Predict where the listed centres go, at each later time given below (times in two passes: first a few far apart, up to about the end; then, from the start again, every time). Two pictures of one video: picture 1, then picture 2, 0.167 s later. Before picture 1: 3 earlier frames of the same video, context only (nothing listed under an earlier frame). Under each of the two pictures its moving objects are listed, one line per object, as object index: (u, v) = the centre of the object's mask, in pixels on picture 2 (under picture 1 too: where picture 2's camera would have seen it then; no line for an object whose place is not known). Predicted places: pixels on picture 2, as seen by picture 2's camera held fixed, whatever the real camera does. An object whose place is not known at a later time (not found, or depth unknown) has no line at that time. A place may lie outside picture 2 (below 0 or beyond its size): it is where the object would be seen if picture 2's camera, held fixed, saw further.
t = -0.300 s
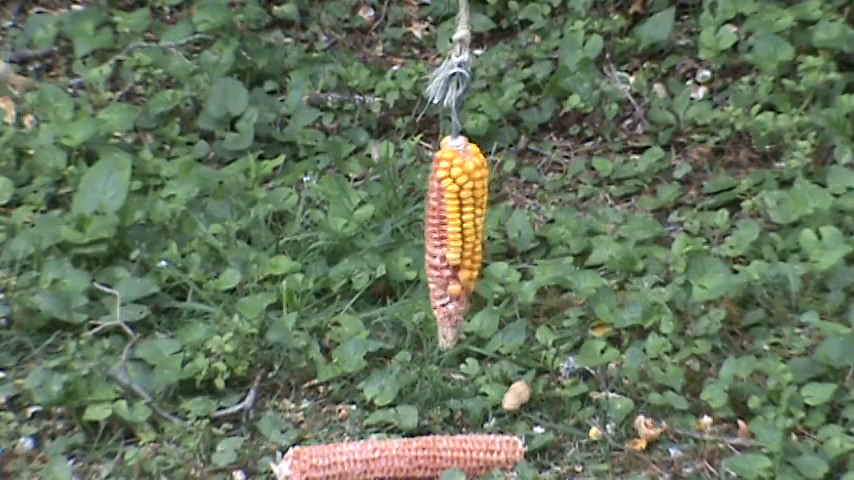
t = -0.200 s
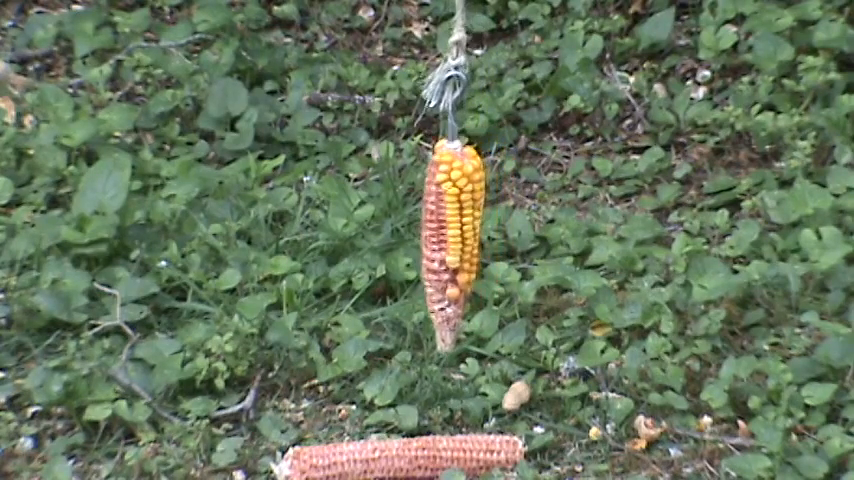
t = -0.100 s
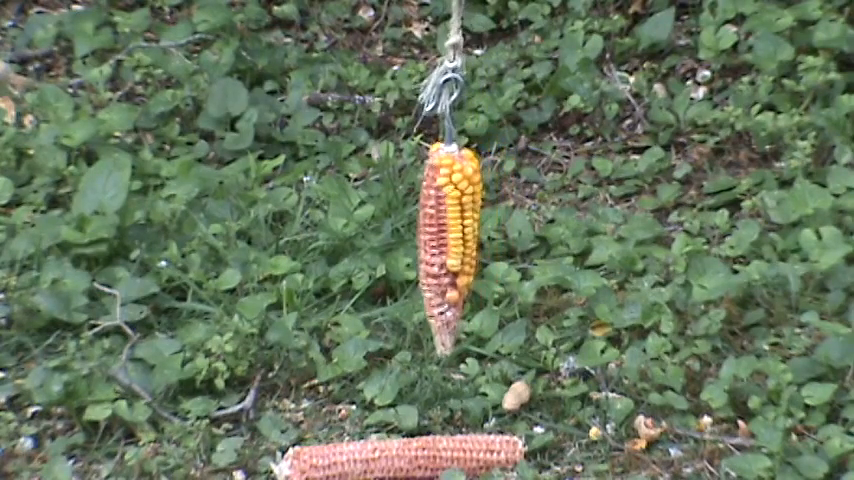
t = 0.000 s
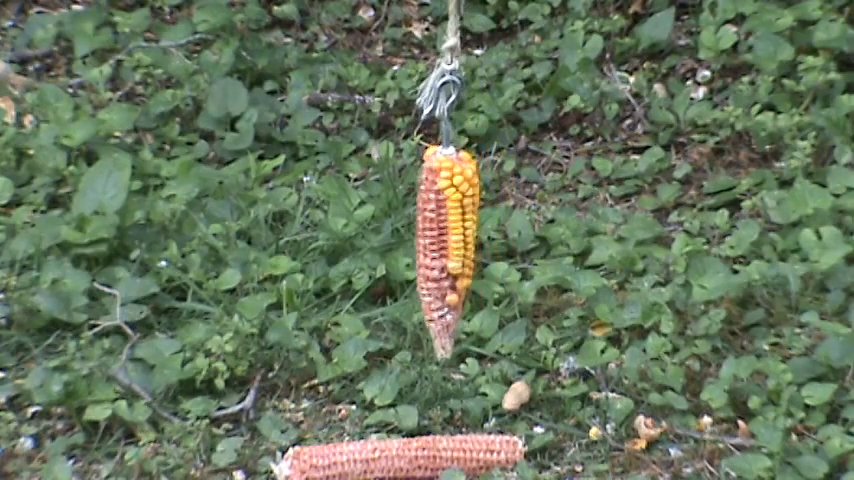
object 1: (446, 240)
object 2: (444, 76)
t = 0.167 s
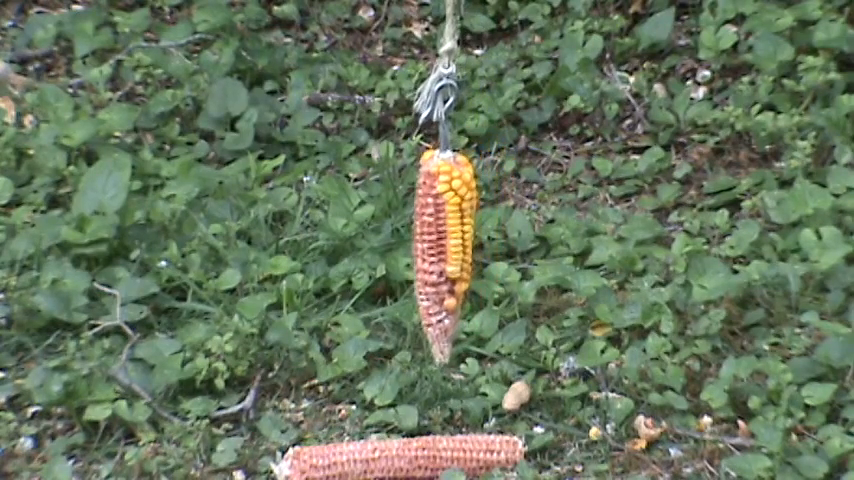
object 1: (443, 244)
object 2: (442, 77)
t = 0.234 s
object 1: (442, 245)
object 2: (441, 78)
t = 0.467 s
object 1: (442, 248)
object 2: (442, 80)
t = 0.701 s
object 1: (447, 247)
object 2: (447, 83)
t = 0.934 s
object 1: (456, 243)
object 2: (454, 81)
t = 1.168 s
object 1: (466, 236)
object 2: (462, 76)
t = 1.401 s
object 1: (473, 229)
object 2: (469, 71)
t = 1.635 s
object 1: (477, 223)
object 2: (475, 65)
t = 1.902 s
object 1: (478, 219)
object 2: (474, 64)
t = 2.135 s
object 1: (475, 220)
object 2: (470, 64)
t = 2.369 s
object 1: (467, 223)
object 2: (463, 66)
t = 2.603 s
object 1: (457, 230)
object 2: (455, 69)
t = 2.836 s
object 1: (448, 236)
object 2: (447, 76)
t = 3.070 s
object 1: (444, 242)
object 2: (442, 79)
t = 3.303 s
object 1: (442, 246)
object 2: (440, 83)
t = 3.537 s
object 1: (443, 247)
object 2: (442, 82)
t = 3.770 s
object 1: (449, 245)
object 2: (449, 81)
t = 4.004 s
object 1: (458, 239)
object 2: (456, 78)
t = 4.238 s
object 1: (467, 233)
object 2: (464, 74)
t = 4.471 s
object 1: (473, 226)
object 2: (469, 70)
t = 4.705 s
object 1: (475, 221)
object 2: (472, 64)
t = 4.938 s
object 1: (474, 219)
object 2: (471, 63)
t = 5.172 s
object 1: (470, 221)
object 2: (466, 65)
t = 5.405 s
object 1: (462, 224)
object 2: (458, 69)
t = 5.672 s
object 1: (451, 232)
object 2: (449, 74)
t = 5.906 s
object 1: (443, 238)
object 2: (443, 74)
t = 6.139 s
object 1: (440, 243)
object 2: (440, 75)
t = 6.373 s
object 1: (441, 245)
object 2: (439, 83)
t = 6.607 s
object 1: (444, 245)
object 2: (443, 80)
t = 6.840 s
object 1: (451, 242)
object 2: (450, 78)
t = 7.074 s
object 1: (459, 236)
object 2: (456, 75)
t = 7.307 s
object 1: (467, 230)
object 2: (463, 71)
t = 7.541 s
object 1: (472, 223)
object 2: (467, 69)
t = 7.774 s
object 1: (472, 220)
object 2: (469, 64)
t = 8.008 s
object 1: (469, 219)
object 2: (466, 63)
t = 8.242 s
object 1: (463, 222)
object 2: (460, 64)
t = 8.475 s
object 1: (455, 226)
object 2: (452, 69)
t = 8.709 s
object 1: (447, 233)
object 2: (445, 73)
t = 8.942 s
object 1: (440, 238)
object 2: (441, 71)
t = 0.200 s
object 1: (442, 244)
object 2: (441, 78)
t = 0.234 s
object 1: (442, 245)
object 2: (441, 78)
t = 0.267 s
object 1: (442, 246)
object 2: (441, 78)
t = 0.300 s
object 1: (442, 246)
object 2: (441, 78)
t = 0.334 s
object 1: (442, 247)
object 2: (441, 79)
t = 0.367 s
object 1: (442, 247)
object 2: (441, 79)
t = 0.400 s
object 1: (442, 247)
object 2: (441, 80)
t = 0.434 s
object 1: (442, 248)
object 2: (442, 80)
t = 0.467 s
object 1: (442, 248)
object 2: (442, 80)
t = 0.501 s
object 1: (443, 248)
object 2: (443, 80)
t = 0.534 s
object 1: (443, 248)
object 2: (443, 80)
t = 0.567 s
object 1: (444, 248)
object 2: (444, 81)
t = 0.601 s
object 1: (445, 248)
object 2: (445, 82)
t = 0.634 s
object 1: (445, 248)
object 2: (445, 83)
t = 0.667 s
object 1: (446, 247)
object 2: (446, 83)
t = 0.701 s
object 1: (447, 247)
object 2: (447, 83)
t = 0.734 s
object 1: (448, 247)
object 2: (448, 83)
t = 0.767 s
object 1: (449, 246)
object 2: (449, 83)
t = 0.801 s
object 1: (451, 246)
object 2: (449, 84)
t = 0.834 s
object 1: (452, 245)
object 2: (450, 84)
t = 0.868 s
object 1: (453, 245)
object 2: (451, 83)
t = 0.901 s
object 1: (454, 244)
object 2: (452, 81)
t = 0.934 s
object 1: (456, 243)
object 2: (454, 81)
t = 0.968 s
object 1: (457, 242)
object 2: (454, 81)
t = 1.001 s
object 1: (459, 241)
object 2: (455, 80)
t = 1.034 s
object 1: (460, 240)
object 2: (457, 78)
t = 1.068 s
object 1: (462, 239)
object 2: (458, 78)
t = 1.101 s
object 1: (463, 238)
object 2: (459, 77)
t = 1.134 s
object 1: (464, 237)
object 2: (461, 77)
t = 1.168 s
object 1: (466, 236)
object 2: (462, 76)
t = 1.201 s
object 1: (467, 235)
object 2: (463, 76)
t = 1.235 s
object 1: (468, 235)
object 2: (464, 75)
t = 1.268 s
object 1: (469, 234)
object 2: (465, 75)
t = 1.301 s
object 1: (470, 233)
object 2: (467, 74)
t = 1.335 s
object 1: (471, 232)
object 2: (467, 73)
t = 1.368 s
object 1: (472, 230)
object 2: (468, 72)
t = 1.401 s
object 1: (473, 229)
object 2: (469, 71)
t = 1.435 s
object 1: (474, 228)
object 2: (470, 70)
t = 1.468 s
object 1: (474, 227)
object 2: (471, 69)
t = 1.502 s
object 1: (475, 226)
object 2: (472, 69)
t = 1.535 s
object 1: (476, 226)
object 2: (472, 68)
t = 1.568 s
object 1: (476, 224)
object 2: (473, 67)
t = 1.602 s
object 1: (476, 224)
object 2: (474, 65)
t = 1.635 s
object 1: (477, 223)
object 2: (475, 65)
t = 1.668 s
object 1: (477, 222)
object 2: (475, 65)
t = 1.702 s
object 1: (478, 222)
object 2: (475, 65)
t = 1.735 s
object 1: (478, 221)
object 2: (475, 64)
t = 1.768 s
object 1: (478, 221)
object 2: (475, 64)
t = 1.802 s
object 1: (478, 220)
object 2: (475, 64)
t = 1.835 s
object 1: (478, 220)
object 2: (475, 64)
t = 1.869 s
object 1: (478, 220)
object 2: (475, 64)
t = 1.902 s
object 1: (478, 219)
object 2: (474, 64)
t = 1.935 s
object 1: (477, 219)
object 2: (474, 63)
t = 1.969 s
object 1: (477, 219)
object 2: (473, 64)
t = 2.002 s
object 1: (477, 219)
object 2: (473, 64)
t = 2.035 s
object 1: (476, 219)
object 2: (472, 63)
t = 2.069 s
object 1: (476, 219)
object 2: (471, 64)
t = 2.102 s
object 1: (476, 219)
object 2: (471, 64)
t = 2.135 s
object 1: (475, 220)
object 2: (470, 64)
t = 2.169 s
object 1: (474, 220)
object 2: (470, 64)
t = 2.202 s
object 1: (473, 220)
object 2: (468, 64)
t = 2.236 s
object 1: (472, 221)
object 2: (467, 65)
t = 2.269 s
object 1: (470, 221)
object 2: (466, 66)
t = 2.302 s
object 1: (469, 222)
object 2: (466, 66)
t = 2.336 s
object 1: (468, 222)
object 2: (464, 66)
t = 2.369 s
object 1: (467, 223)
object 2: (463, 66)
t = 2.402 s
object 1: (465, 224)
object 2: (462, 66)
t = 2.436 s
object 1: (463, 224)
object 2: (460, 67)
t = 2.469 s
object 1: (462, 225)
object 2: (459, 67)
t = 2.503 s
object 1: (461, 226)
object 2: (459, 67)
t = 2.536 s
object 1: (460, 227)
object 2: (457, 68)
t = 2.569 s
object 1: (458, 228)
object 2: (457, 69)
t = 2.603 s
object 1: (457, 230)
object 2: (455, 69)
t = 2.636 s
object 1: (455, 231)
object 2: (454, 69)
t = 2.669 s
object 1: (454, 232)
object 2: (453, 70)
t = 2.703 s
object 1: (452, 232)
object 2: (452, 71)
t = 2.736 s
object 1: (452, 233)
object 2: (450, 72)
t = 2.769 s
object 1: (450, 234)
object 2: (450, 72)
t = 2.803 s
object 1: (449, 236)
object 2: (448, 74)
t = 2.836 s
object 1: (448, 236)
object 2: (447, 76)
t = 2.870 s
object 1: (447, 237)
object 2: (446, 76)
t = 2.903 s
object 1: (446, 238)
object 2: (445, 76)
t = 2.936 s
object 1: (446, 239)
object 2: (445, 76)
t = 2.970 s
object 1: (445, 240)
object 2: (444, 78)
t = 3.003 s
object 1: (444, 241)
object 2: (443, 78)
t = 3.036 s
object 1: (444, 241)
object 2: (442, 78)
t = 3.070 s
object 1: (444, 242)
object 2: (442, 79)
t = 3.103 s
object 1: (443, 243)
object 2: (441, 79)
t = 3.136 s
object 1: (443, 243)
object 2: (441, 79)
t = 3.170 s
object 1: (442, 244)
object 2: (441, 80)
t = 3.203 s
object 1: (442, 244)
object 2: (441, 80)
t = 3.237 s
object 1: (442, 245)
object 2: (440, 80)
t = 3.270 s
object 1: (442, 245)
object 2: (440, 83)
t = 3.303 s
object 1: (442, 246)
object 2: (440, 83)
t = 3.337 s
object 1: (442, 246)
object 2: (440, 81)
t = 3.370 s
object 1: (442, 246)
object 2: (440, 83)
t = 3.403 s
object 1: (442, 246)
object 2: (440, 83)
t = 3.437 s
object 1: (443, 247)
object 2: (441, 82)
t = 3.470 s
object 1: (443, 247)
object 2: (441, 82)
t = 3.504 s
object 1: (443, 247)
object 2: (442, 83)
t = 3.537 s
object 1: (443, 247)
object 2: (442, 82)
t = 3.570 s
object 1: (444, 247)
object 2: (443, 81)
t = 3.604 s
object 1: (445, 247)
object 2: (444, 82)
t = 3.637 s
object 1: (445, 247)
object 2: (445, 82)
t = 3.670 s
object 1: (446, 247)
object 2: (446, 82)
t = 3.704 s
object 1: (447, 246)
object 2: (446, 82)
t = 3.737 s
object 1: (448, 245)
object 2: (448, 82)
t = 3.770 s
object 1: (449, 245)
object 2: (449, 81)
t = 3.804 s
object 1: (450, 245)
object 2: (449, 81)
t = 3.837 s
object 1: (452, 244)
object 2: (450, 81)
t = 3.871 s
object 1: (453, 243)
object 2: (452, 80)
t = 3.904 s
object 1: (454, 243)
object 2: (453, 79)
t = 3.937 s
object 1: (455, 242)
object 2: (454, 79)
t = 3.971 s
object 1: (457, 240)
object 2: (455, 79)
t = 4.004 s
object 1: (458, 239)
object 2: (456, 78)
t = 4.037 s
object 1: (460, 239)
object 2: (455, 78)
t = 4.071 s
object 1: (461, 238)
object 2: (458, 76)
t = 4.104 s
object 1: (462, 237)
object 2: (459, 74)
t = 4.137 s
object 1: (464, 236)
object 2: (460, 75)
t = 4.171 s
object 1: (465, 235)
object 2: (461, 74)
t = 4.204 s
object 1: (466, 234)
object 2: (462, 74)
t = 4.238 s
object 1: (467, 233)
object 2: (464, 74)
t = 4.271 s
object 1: (468, 232)
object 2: (464, 73)
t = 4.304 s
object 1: (469, 231)
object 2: (465, 73)
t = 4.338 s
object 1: (470, 230)
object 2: (466, 73)
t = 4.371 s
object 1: (472, 229)
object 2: (467, 72)
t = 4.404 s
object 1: (472, 227)
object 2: (468, 71)
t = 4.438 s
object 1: (473, 227)
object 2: (468, 70)
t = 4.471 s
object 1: (473, 226)
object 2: (469, 70)
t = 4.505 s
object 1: (474, 225)
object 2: (470, 69)
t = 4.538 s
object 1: (474, 224)
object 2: (470, 69)
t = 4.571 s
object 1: (475, 224)
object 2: (470, 68)
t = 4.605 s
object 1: (475, 223)
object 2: (471, 67)
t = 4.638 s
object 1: (475, 222)
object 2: (471, 67)
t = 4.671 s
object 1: (475, 222)
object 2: (472, 65)
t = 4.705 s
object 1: (475, 221)
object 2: (472, 64)
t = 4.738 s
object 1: (475, 221)
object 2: (472, 64)
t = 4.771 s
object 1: (475, 221)
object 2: (472, 64)
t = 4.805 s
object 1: (475, 220)
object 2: (472, 64)
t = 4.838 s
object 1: (475, 220)
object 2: (472, 63)
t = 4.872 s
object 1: (475, 220)
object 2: (472, 63)
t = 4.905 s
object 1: (475, 219)
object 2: (472, 63)
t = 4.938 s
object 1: (474, 219)
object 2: (471, 63)
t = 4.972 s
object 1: (474, 219)
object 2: (470, 63)
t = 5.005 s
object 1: (473, 219)
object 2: (470, 63)
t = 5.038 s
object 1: (473, 220)
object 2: (469, 63)
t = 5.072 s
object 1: (472, 220)
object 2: (469, 64)
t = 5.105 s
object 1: (471, 220)
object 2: (468, 64)
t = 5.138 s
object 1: (471, 220)
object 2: (467, 64)
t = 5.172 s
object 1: (470, 221)
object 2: (466, 65)
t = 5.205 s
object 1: (469, 221)
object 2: (466, 65)
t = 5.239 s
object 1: (468, 222)
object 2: (465, 66)
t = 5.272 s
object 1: (467, 222)
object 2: (463, 66)
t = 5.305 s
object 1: (466, 223)
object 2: (462, 66)
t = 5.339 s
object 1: (465, 223)
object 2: (461, 67)
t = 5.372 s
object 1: (464, 224)
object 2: (460, 67)
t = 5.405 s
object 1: (462, 224)
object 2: (458, 69)
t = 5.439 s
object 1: (461, 225)
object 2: (458, 68)
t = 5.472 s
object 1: (459, 226)
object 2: (456, 69)
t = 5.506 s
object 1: (458, 227)
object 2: (455, 70)
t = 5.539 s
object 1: (457, 228)
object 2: (453, 72)
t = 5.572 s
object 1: (455, 229)
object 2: (453, 70)
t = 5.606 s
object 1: (454, 230)
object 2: (451, 71)
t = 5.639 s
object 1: (452, 230)
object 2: (450, 71)
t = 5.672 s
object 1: (451, 232)
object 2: (449, 74)
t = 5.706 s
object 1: (449, 232)
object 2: (448, 75)
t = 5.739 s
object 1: (449, 233)
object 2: (447, 75)
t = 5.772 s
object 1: (447, 235)
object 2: (447, 75)
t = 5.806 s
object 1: (446, 236)
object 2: (446, 74)
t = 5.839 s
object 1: (445, 237)
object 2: (445, 74)
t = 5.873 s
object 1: (444, 238)
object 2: (444, 75)
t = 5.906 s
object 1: (443, 238)
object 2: (443, 74)
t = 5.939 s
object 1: (443, 239)
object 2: (442, 74)
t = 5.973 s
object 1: (442, 240)
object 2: (442, 74)
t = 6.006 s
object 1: (442, 241)
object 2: (442, 74)
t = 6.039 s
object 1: (441, 241)
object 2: (442, 74)
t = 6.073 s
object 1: (441, 242)
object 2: (441, 74)
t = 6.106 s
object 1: (440, 243)
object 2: (441, 75)
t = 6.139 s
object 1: (440, 243)
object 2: (440, 75)
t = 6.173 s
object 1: (440, 244)
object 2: (440, 76)
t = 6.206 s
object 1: (440, 244)
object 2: (440, 77)
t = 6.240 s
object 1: (440, 245)
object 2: (439, 78)
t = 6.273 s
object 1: (440, 245)
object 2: (438, 81)
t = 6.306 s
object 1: (440, 245)
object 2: (438, 82)
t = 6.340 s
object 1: (440, 245)
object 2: (439, 79)
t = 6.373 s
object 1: (441, 245)
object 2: (439, 83)
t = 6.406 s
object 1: (441, 245)
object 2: (440, 81)
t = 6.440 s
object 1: (441, 245)
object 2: (439, 83)
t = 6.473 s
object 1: (442, 245)
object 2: (440, 82)
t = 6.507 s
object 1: (442, 245)
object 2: (440, 81)
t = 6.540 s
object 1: (443, 245)
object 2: (441, 82)
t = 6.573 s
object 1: (444, 245)
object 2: (442, 81)
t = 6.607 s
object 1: (444, 245)
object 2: (443, 80)
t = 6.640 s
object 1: (445, 245)
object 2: (443, 81)
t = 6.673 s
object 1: (446, 245)
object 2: (444, 81)
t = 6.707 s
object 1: (447, 244)
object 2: (445, 81)
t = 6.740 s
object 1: (448, 244)
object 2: (446, 81)
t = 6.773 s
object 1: (449, 243)
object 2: (447, 81)
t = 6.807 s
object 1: (450, 243)
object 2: (449, 79)
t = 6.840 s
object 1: (451, 242)
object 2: (450, 78)
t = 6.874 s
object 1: (452, 241)
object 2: (451, 79)
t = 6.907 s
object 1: (453, 241)
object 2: (452, 77)
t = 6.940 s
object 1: (455, 240)
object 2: (453, 77)
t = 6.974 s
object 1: (456, 239)
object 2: (454, 76)
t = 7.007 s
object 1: (457, 238)
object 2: (455, 75)
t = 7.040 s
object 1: (458, 237)
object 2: (455, 76)
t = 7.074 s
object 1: (459, 236)
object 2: (456, 75)
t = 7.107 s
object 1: (461, 235)
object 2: (458, 74)
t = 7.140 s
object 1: (462, 234)
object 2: (458, 73)
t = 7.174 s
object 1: (463, 233)
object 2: (459, 71)
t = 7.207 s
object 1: (464, 232)
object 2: (461, 70)
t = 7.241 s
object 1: (465, 231)
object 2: (462, 68)
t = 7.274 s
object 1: (467, 230)
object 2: (463, 71)
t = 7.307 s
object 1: (467, 230)
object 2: (463, 71)
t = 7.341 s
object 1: (468, 229)
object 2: (464, 71)
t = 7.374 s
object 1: (469, 228)
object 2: (465, 70)
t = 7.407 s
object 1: (470, 226)
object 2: (466, 70)
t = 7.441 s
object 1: (471, 225)
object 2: (466, 70)
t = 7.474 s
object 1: (471, 225)
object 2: (467, 70)
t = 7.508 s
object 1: (472, 224)
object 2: (467, 70)
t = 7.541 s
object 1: (472, 223)
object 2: (467, 69)
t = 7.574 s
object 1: (472, 222)
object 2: (468, 67)
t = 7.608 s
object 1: (473, 222)
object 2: (468, 67)
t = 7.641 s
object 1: (473, 222)
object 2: (468, 66)
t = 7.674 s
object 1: (473, 221)
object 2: (468, 66)
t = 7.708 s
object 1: (473, 221)
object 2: (468, 65)
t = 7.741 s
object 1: (473, 220)
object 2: (469, 64)
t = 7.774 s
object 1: (472, 220)
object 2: (469, 64)
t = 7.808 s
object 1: (472, 220)
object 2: (469, 63)
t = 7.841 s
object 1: (472, 220)
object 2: (469, 63)
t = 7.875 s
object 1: (471, 219)
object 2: (468, 63)
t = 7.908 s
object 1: (471, 219)
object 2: (468, 63)
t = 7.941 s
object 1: (470, 219)
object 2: (467, 63)
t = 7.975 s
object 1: (470, 219)
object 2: (467, 63)
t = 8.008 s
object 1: (469, 219)
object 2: (466, 63)
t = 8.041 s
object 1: (469, 219)
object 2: (466, 62)
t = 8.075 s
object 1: (468, 220)
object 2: (465, 63)
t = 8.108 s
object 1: (467, 220)
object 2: (464, 63)
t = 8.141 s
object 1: (466, 221)
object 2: (463, 63)
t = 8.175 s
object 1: (465, 221)
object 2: (462, 63)
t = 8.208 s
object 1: (464, 221)
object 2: (461, 64)
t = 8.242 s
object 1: (463, 222)
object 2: (460, 64)
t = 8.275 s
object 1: (462, 222)
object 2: (460, 64)
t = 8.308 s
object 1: (461, 223)
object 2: (458, 65)
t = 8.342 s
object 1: (460, 224)
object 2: (457, 66)
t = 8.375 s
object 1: (460, 224)
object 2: (456, 67)
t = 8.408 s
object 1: (458, 225)
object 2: (455, 68)
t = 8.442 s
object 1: (457, 225)
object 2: (453, 68)
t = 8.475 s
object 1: (455, 226)
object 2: (452, 69)
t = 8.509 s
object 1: (454, 227)
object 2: (450, 70)
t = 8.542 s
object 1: (453, 228)
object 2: (449, 70)
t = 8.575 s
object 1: (452, 229)
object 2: (448, 72)
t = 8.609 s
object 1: (451, 230)
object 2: (448, 71)
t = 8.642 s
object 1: (449, 231)
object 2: (447, 71)
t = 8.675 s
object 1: (448, 232)
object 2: (445, 72)
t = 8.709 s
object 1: (447, 233)
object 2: (445, 73)
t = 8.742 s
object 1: (446, 233)
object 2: (444, 74)
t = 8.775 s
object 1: (445, 234)
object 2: (443, 73)
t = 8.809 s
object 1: (444, 235)
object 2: (443, 73)
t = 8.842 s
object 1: (443, 236)
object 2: (442, 74)
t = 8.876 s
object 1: (442, 236)
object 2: (442, 73)
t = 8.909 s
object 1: (441, 237)
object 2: (441, 71)
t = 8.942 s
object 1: (440, 238)
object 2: (441, 71)
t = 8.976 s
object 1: (439, 239)
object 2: (441, 71)
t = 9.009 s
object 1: (439, 240)
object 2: (440, 71)
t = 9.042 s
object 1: (438, 240)
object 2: (440, 71)
